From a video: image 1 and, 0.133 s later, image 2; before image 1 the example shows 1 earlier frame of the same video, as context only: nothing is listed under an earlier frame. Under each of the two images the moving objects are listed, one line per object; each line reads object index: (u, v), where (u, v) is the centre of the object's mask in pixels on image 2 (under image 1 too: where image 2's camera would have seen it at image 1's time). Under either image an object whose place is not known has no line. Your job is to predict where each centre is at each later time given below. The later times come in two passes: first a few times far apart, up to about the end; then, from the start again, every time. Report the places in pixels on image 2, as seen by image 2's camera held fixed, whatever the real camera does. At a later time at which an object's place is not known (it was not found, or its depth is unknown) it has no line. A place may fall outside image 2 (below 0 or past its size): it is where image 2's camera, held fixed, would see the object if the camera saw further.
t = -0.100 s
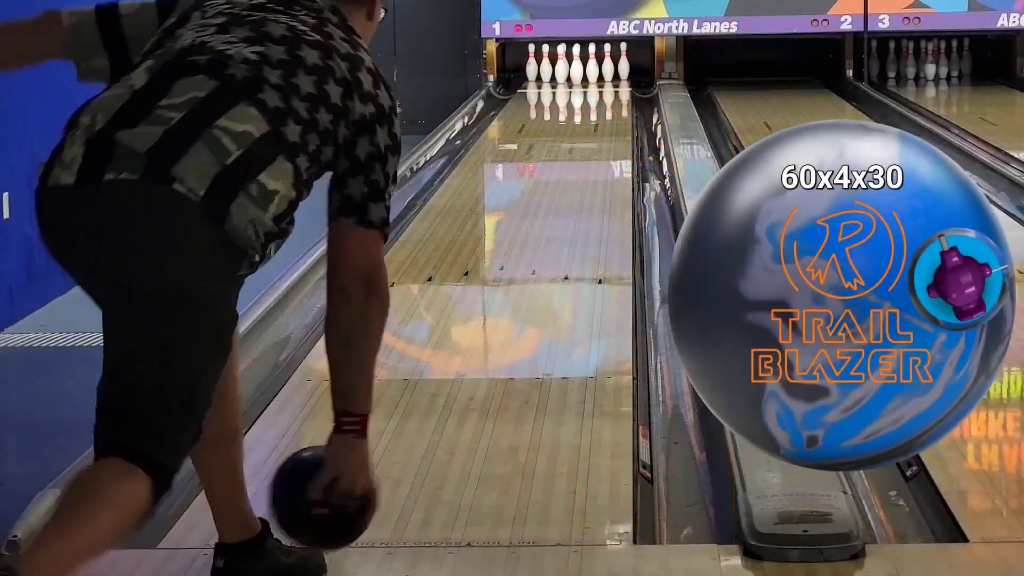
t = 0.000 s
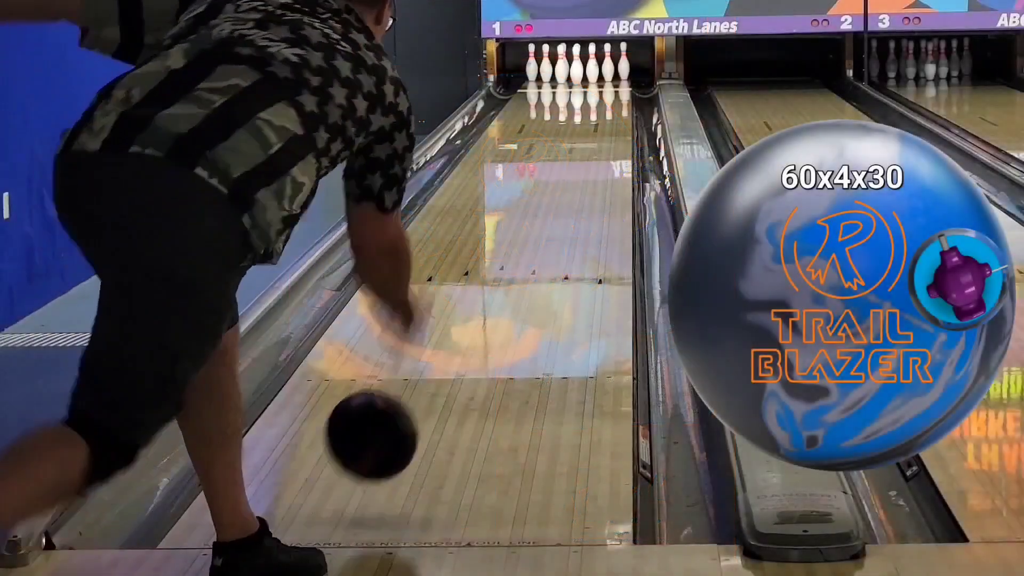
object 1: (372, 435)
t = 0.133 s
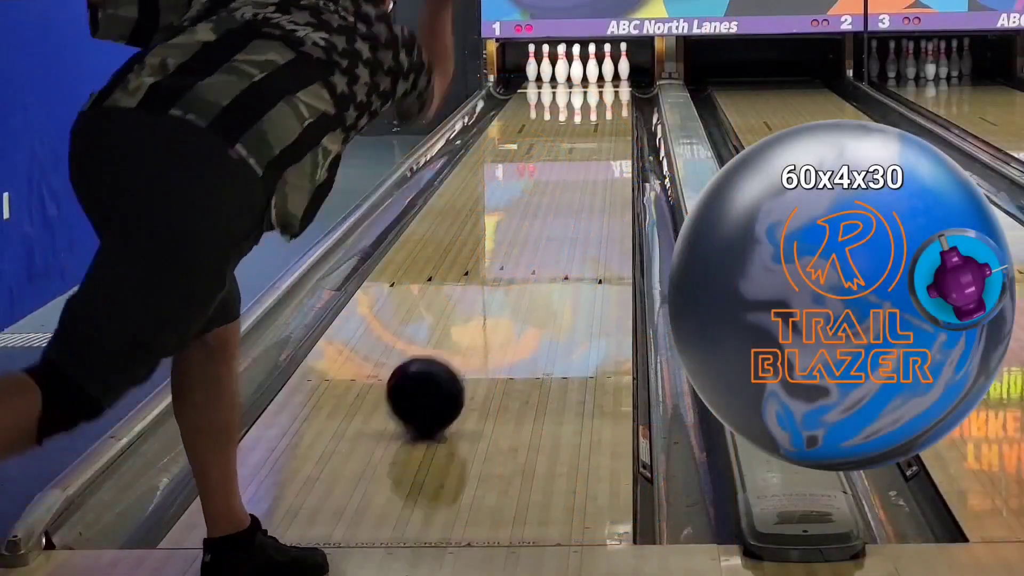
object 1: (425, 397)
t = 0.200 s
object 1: (446, 366)
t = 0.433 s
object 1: (501, 282)
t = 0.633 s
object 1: (533, 234)
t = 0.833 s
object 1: (556, 199)
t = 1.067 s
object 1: (576, 168)
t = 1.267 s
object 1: (588, 147)
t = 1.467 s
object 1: (597, 130)
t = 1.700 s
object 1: (602, 114)
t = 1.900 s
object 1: (603, 102)
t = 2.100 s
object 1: (601, 93)
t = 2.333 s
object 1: (595, 84)
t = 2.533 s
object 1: (586, 77)
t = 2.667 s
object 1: (582, 74)
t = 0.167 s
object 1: (436, 377)
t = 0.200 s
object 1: (446, 366)
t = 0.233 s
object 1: (455, 352)
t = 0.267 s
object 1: (464, 337)
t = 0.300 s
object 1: (472, 325)
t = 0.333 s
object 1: (480, 313)
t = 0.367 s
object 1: (488, 302)
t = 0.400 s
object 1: (494, 292)
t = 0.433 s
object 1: (501, 282)
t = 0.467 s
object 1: (507, 273)
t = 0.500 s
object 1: (513, 264)
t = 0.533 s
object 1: (518, 256)
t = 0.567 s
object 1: (523, 248)
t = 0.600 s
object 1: (528, 241)
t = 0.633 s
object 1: (533, 234)
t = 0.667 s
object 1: (537, 228)
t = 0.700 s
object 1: (541, 222)
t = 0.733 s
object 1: (545, 216)
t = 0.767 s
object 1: (549, 210)
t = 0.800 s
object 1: (553, 204)
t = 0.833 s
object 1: (556, 199)
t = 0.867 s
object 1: (559, 194)
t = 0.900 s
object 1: (563, 189)
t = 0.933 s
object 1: (565, 184)
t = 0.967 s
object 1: (568, 180)
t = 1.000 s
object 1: (571, 176)
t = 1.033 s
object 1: (574, 172)
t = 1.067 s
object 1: (576, 168)
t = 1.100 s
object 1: (578, 164)
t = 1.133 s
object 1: (580, 161)
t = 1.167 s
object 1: (583, 157)
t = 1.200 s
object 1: (585, 154)
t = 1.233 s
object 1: (587, 150)
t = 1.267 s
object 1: (588, 147)
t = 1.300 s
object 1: (590, 144)
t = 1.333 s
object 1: (592, 141)
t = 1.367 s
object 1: (593, 138)
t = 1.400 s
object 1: (595, 135)
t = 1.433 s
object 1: (596, 132)
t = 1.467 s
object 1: (597, 130)
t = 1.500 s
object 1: (598, 127)
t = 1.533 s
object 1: (599, 125)
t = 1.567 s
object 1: (599, 123)
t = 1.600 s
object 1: (600, 120)
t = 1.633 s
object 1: (601, 118)
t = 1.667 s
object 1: (601, 116)
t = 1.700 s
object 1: (602, 114)
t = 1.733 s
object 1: (602, 112)
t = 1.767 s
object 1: (603, 110)
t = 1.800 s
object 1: (603, 108)
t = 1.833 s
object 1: (603, 106)
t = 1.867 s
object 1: (603, 104)
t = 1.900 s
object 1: (603, 102)
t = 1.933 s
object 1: (603, 101)
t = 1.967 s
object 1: (603, 99)
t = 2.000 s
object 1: (602, 97)
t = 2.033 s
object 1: (602, 96)
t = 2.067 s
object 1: (602, 94)
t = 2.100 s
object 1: (601, 93)
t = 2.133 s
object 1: (600, 91)
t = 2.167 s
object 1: (600, 90)
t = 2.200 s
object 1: (598, 88)
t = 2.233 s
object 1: (598, 87)
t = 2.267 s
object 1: (597, 86)
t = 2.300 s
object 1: (596, 85)
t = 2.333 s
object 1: (595, 84)
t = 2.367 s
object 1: (594, 83)
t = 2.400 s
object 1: (592, 81)
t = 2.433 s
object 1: (591, 80)
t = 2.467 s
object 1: (589, 79)
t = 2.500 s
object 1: (587, 78)
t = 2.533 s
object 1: (586, 77)
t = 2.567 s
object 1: (584, 76)
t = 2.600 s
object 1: (583, 76)
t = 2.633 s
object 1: (582, 75)
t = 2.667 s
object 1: (582, 74)
